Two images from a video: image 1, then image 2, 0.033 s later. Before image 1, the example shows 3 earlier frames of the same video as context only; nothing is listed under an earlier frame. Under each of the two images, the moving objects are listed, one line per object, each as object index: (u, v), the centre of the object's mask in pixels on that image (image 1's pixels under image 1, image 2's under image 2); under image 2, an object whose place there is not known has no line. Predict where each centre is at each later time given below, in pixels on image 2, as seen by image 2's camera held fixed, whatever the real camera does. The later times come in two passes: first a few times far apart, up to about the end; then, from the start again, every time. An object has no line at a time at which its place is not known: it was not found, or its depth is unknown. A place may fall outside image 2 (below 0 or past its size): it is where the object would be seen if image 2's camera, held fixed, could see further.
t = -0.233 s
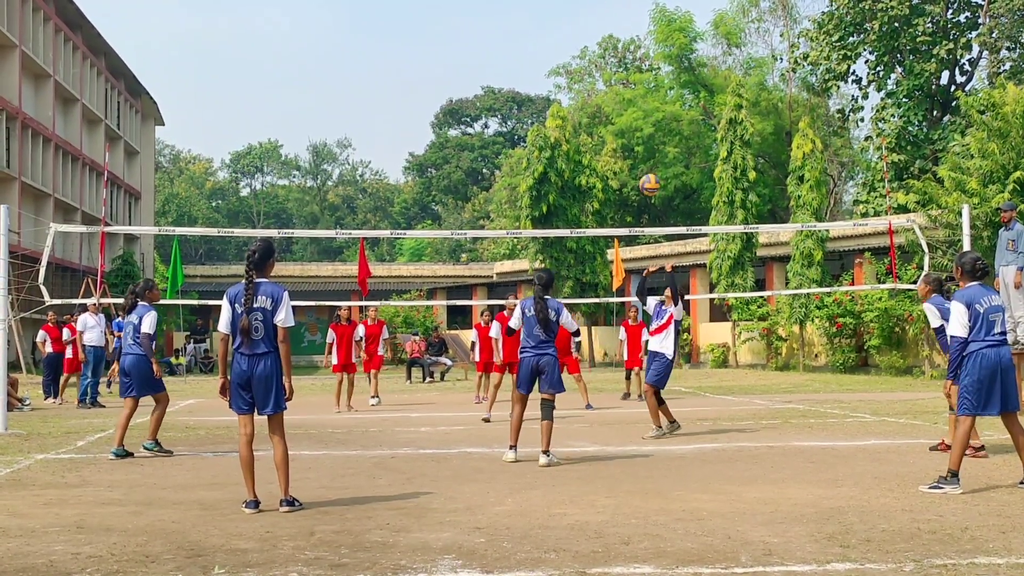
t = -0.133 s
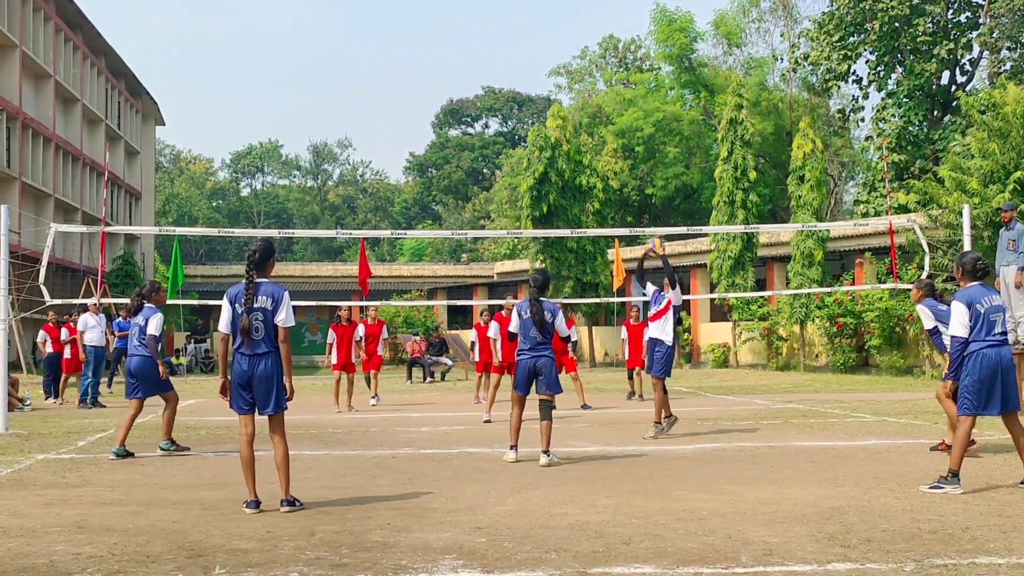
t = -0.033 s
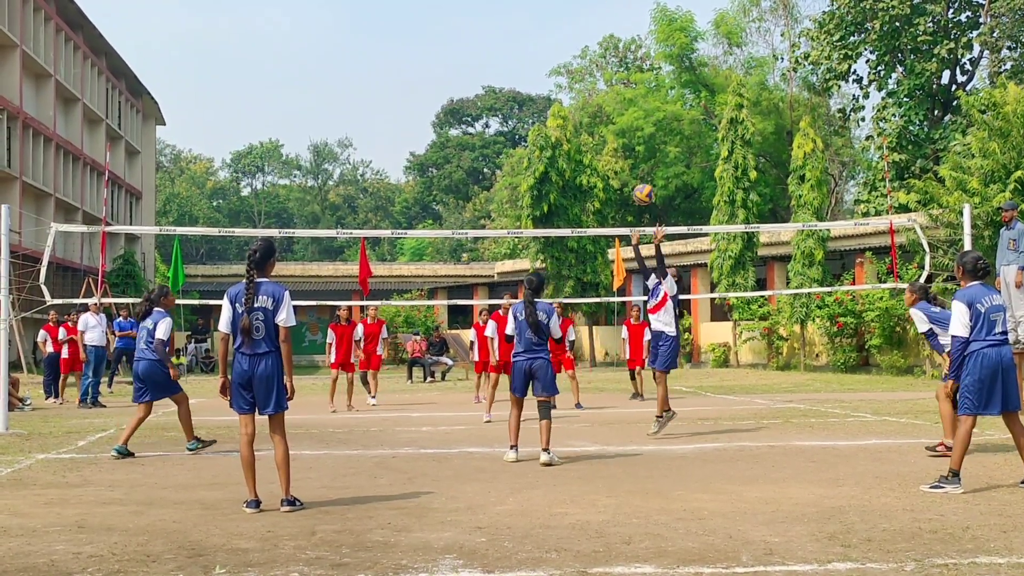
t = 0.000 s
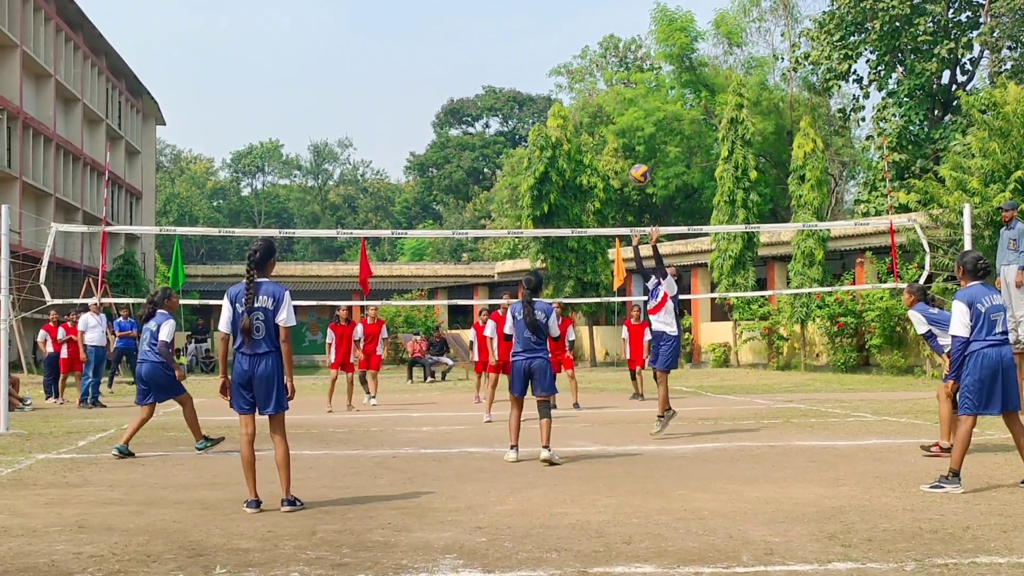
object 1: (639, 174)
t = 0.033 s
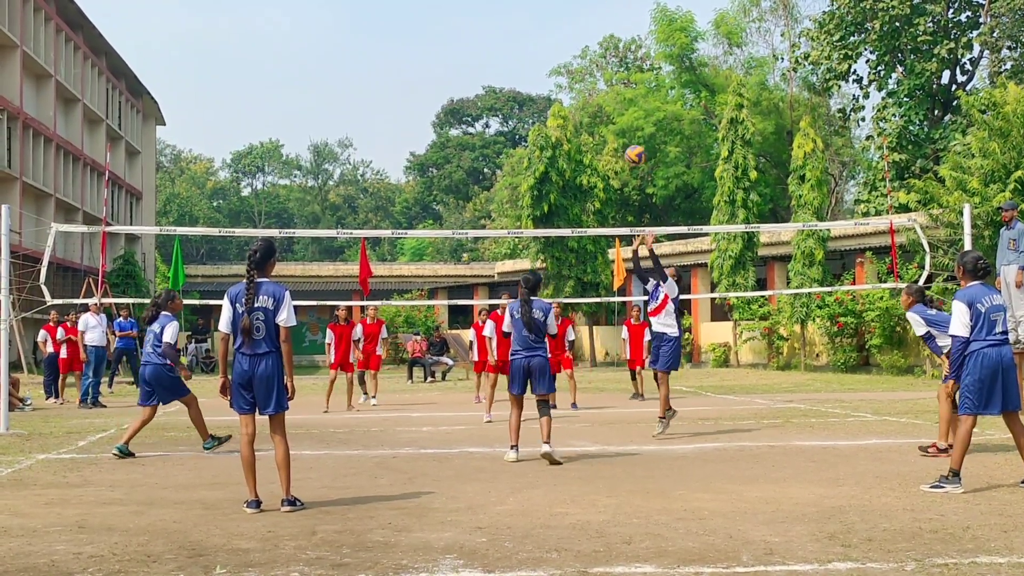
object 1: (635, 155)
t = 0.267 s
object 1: (605, 54)
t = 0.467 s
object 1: (581, 10)
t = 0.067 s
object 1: (631, 138)
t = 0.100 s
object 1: (626, 121)
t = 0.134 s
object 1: (622, 105)
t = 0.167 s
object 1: (618, 91)
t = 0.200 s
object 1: (613, 78)
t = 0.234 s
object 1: (609, 65)
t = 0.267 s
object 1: (605, 54)
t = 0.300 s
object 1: (601, 44)
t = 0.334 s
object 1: (597, 36)
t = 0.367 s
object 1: (593, 27)
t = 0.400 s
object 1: (590, 20)
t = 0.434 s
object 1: (586, 14)
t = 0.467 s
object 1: (581, 10)
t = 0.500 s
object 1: (578, 8)
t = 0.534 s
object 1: (574, 7)
